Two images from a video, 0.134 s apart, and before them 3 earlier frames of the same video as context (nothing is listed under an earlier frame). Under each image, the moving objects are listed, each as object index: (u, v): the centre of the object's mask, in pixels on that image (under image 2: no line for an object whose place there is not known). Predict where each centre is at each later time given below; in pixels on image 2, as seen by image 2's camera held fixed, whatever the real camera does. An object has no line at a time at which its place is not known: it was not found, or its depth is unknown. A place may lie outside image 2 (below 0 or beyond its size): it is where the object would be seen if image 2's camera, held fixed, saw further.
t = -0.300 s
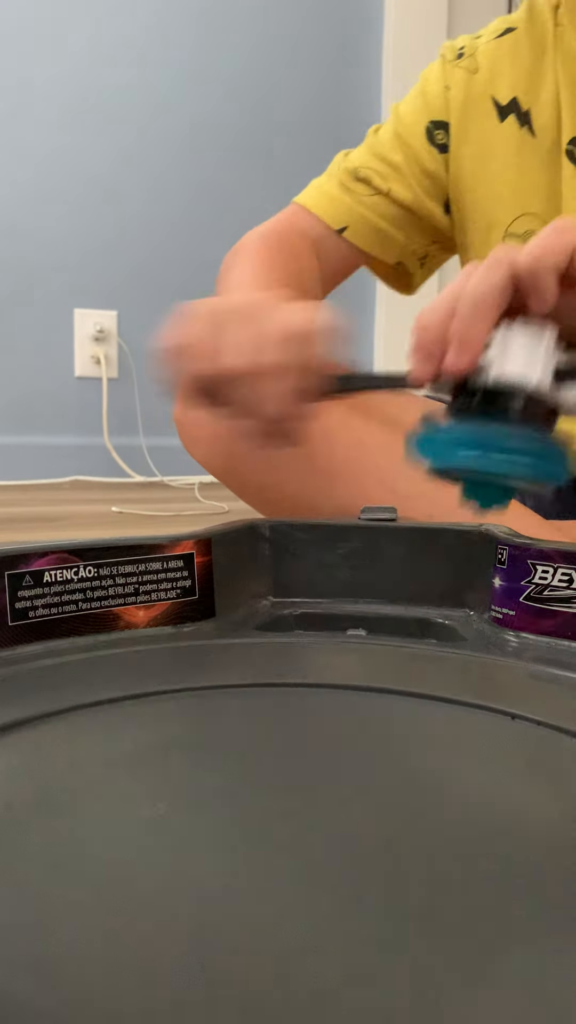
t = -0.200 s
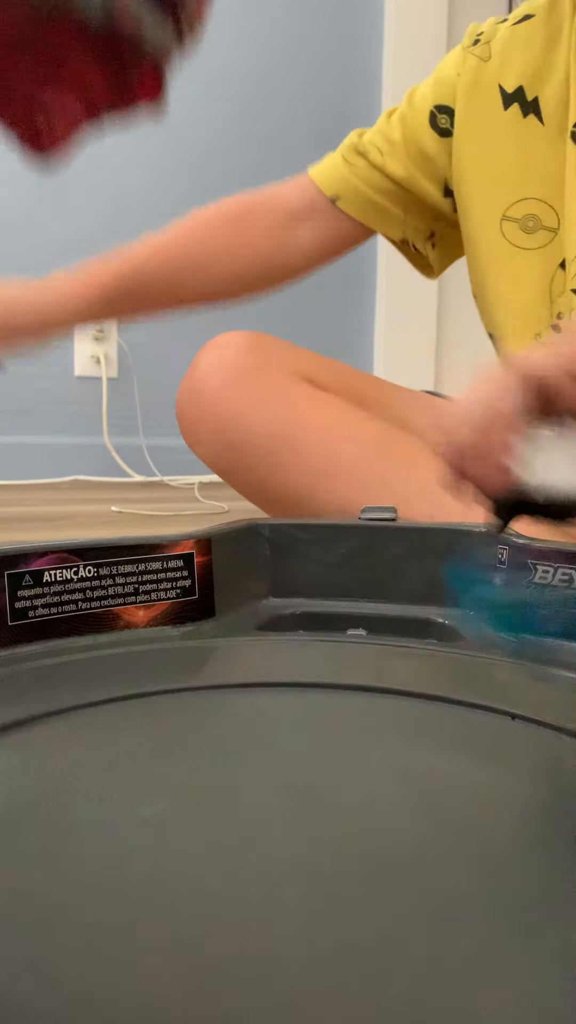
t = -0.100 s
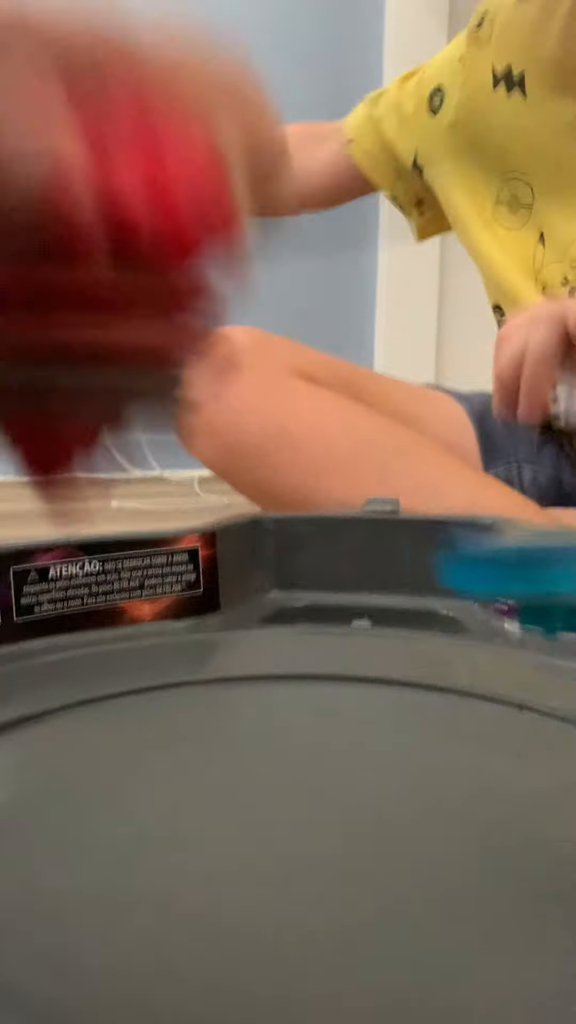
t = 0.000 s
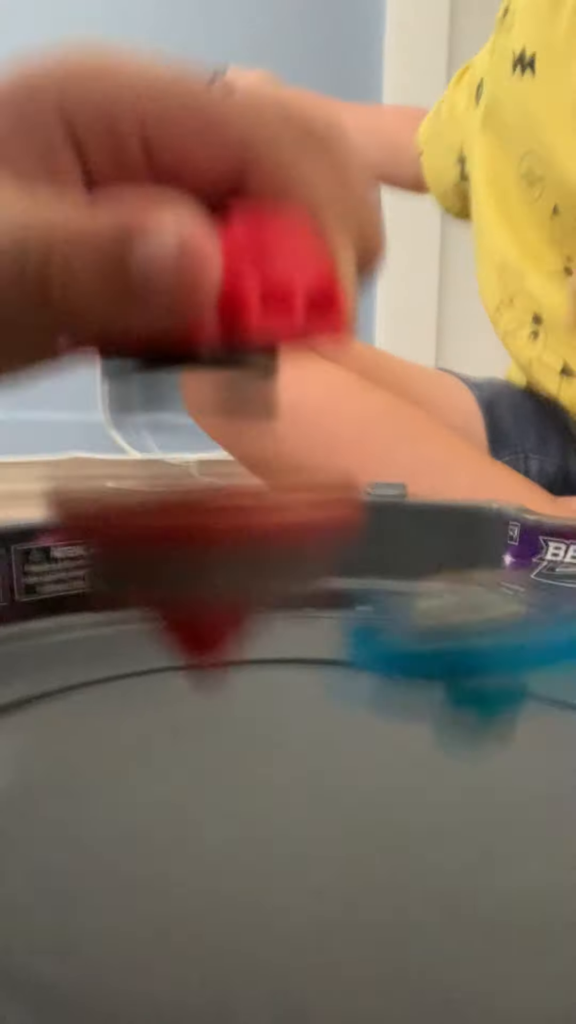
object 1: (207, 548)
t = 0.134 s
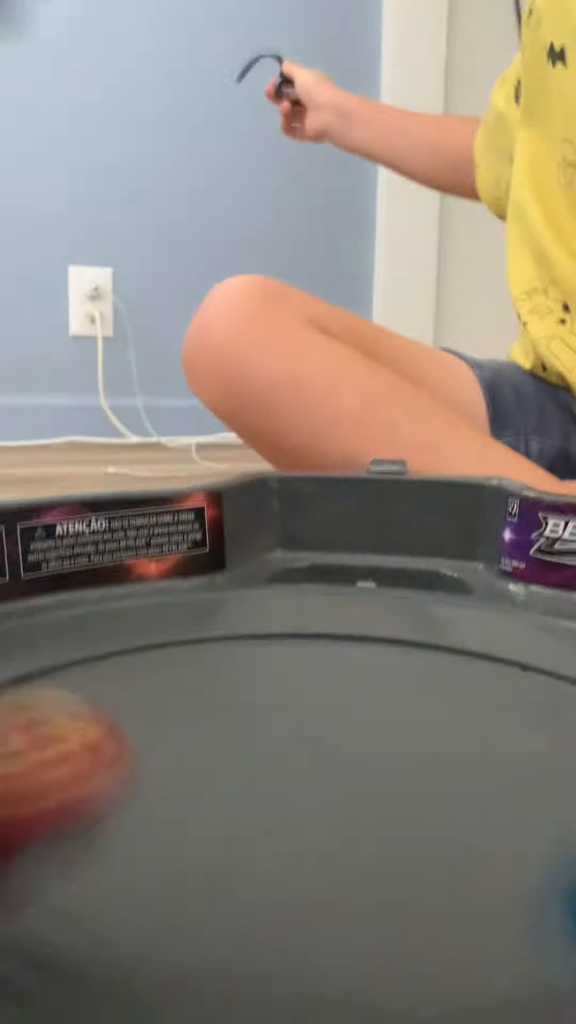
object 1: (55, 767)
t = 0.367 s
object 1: (50, 638)
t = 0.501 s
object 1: (210, 633)
